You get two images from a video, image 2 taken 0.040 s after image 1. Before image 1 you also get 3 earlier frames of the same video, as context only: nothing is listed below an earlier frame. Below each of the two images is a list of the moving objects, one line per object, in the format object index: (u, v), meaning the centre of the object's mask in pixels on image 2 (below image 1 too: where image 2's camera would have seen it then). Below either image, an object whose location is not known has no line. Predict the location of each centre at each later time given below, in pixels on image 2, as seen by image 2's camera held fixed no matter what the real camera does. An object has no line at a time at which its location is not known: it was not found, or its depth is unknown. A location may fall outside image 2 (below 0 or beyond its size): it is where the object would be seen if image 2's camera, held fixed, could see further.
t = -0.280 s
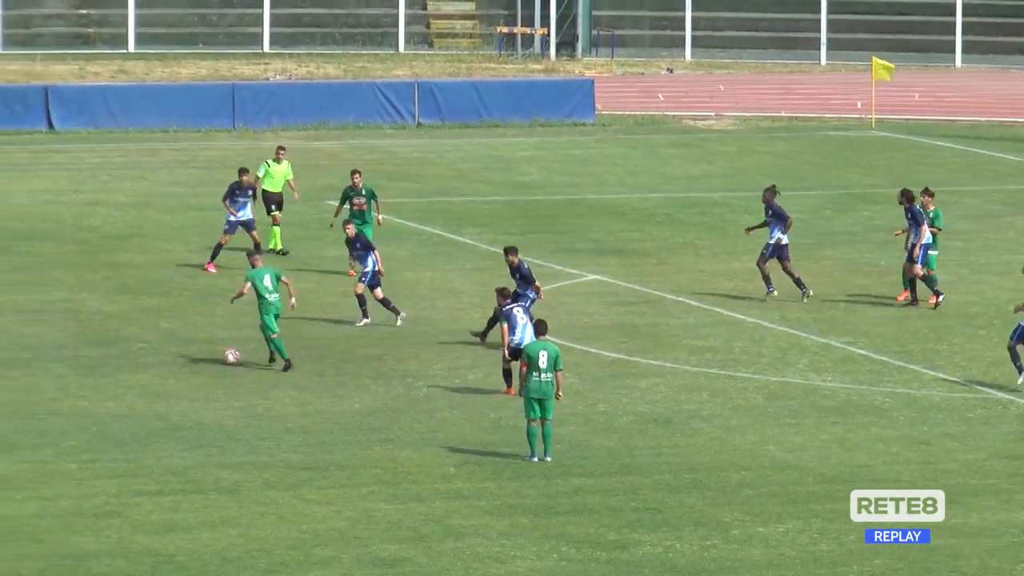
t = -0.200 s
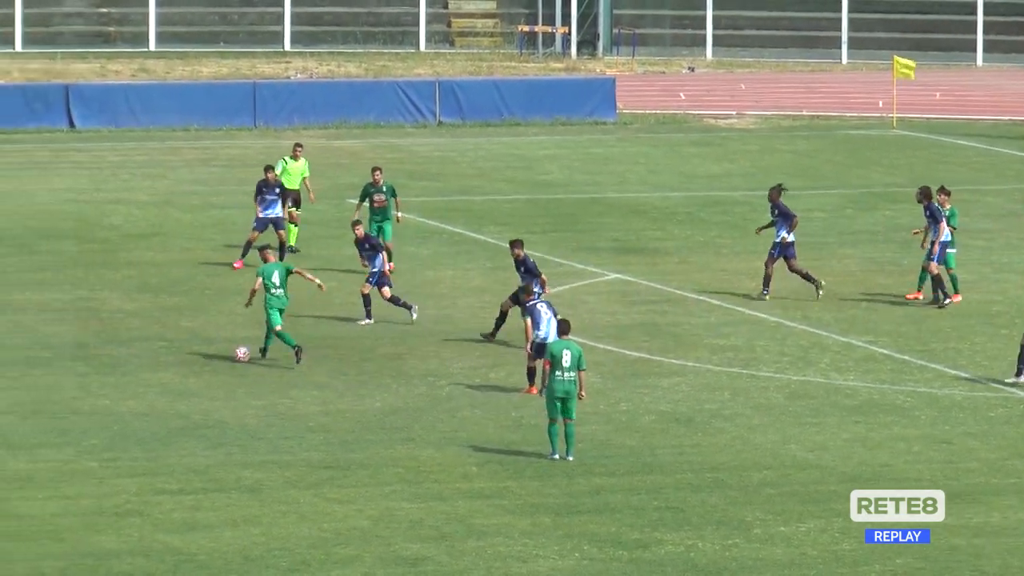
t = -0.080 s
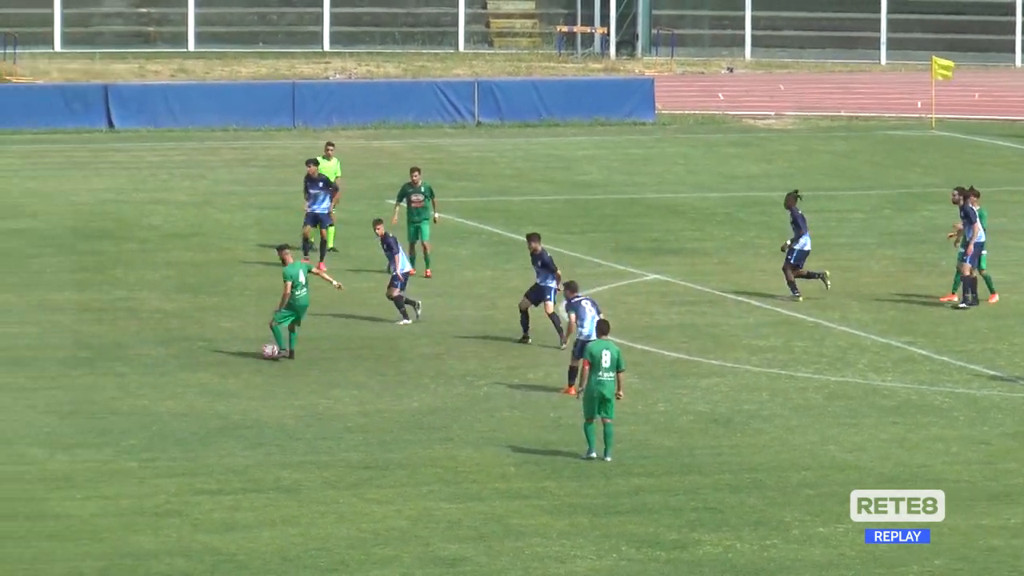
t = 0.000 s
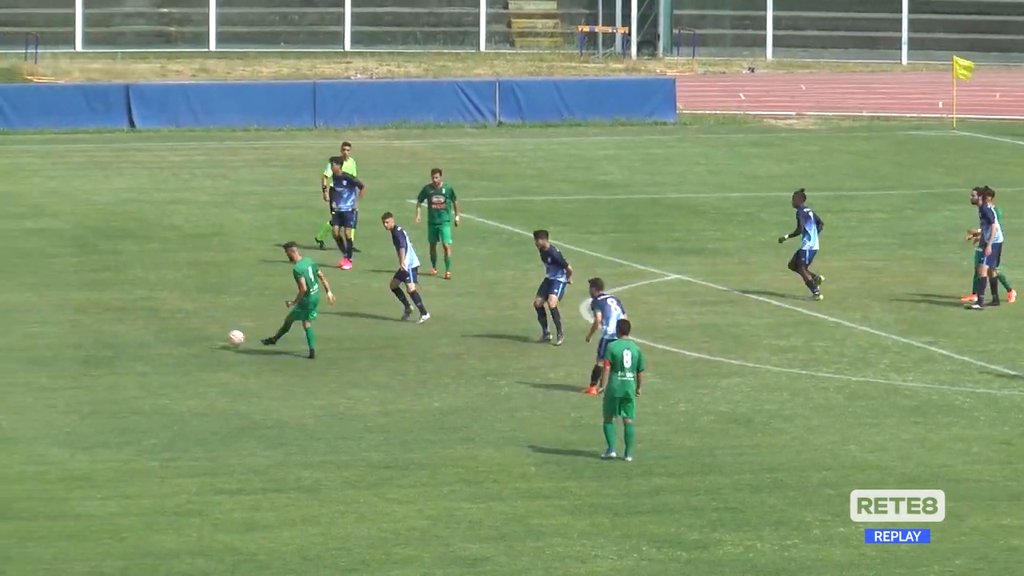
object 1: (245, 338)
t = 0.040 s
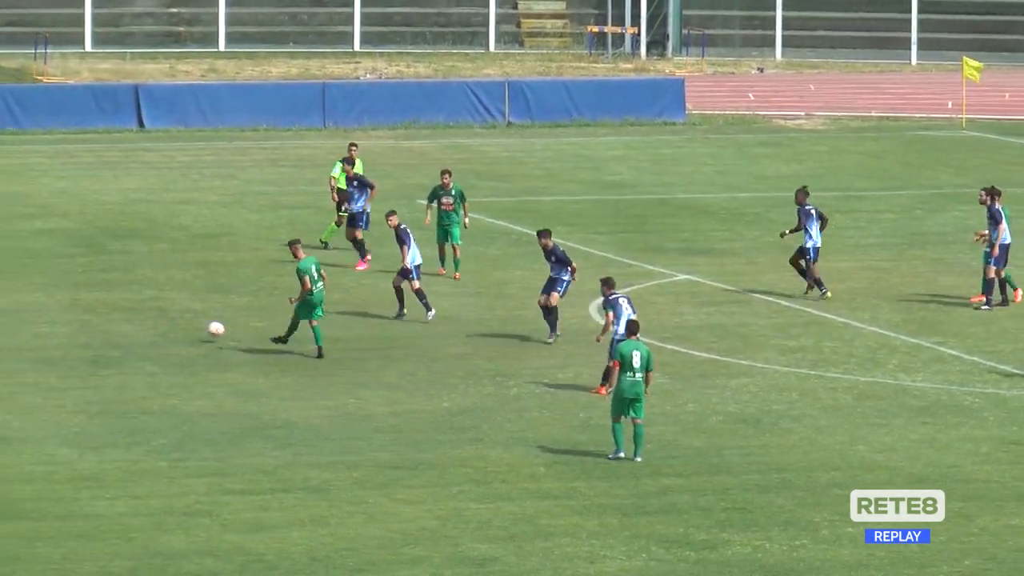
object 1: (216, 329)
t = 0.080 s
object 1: (187, 321)
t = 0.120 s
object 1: (159, 316)
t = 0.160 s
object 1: (132, 312)
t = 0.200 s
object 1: (105, 312)
